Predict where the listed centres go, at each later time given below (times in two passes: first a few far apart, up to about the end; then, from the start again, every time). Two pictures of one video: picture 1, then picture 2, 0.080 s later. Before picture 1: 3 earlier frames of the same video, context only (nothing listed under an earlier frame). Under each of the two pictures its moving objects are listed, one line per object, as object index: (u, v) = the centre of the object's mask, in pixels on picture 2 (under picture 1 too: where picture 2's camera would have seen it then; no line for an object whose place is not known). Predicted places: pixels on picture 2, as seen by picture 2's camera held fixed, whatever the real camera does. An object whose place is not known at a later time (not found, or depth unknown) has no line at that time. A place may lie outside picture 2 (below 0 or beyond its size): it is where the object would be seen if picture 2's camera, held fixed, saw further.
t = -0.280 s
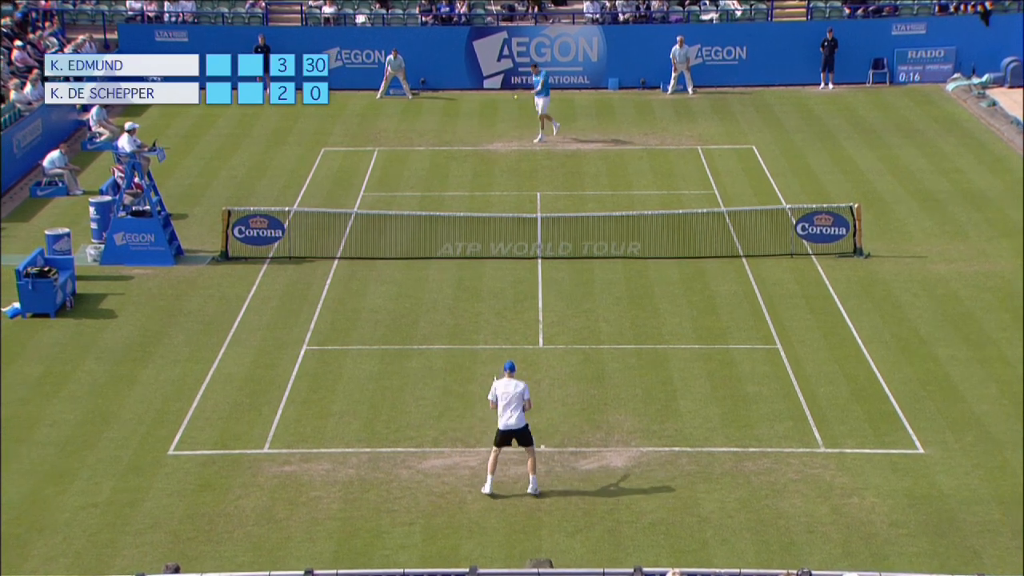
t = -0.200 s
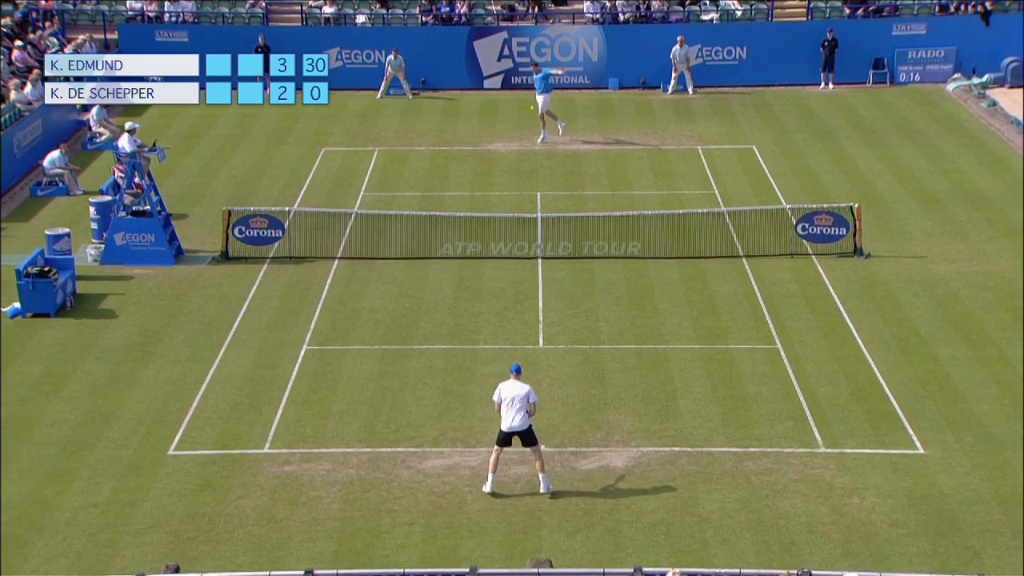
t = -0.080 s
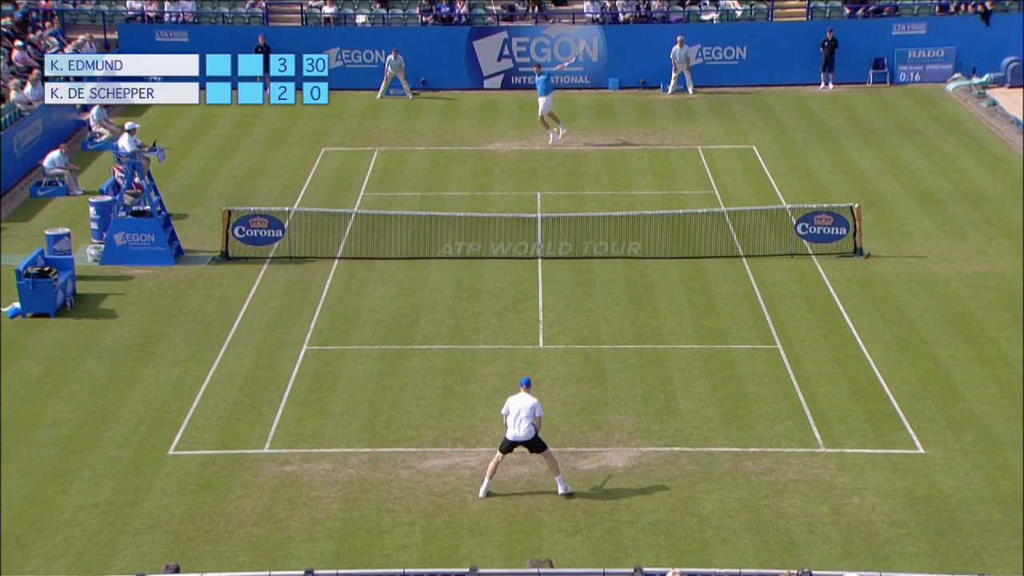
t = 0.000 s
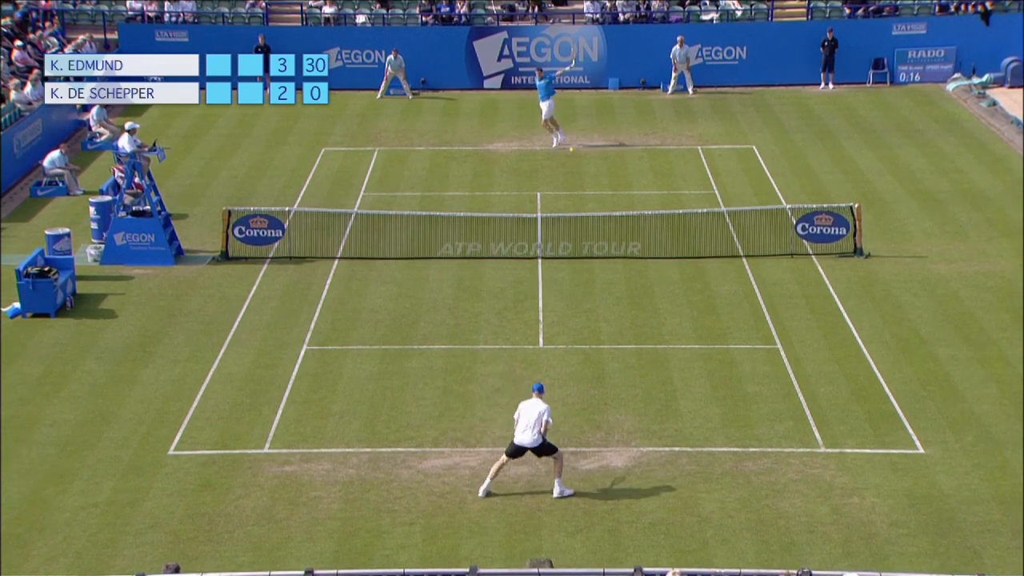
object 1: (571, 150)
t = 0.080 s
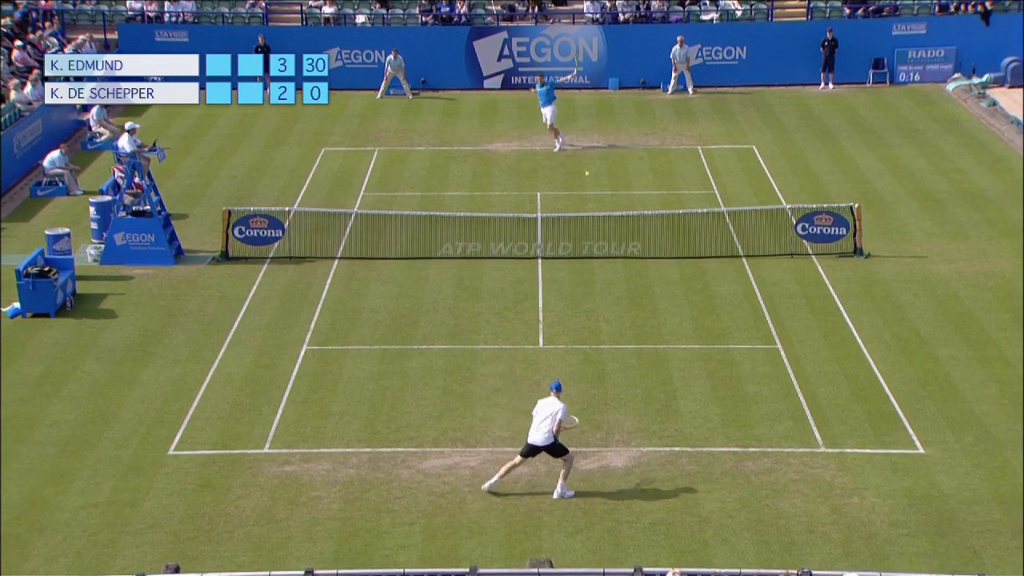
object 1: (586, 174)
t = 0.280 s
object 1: (625, 254)
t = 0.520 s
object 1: (676, 400)
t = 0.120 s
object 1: (594, 187)
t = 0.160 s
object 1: (602, 202)
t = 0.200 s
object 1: (610, 218)
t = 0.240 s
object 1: (618, 236)
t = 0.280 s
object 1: (625, 254)
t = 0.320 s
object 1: (633, 275)
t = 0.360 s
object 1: (642, 297)
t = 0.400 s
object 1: (651, 320)
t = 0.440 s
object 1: (659, 344)
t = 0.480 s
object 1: (667, 371)
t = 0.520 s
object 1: (676, 400)
